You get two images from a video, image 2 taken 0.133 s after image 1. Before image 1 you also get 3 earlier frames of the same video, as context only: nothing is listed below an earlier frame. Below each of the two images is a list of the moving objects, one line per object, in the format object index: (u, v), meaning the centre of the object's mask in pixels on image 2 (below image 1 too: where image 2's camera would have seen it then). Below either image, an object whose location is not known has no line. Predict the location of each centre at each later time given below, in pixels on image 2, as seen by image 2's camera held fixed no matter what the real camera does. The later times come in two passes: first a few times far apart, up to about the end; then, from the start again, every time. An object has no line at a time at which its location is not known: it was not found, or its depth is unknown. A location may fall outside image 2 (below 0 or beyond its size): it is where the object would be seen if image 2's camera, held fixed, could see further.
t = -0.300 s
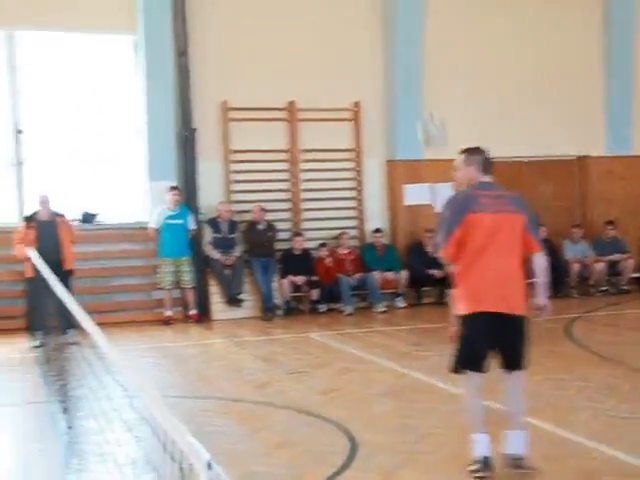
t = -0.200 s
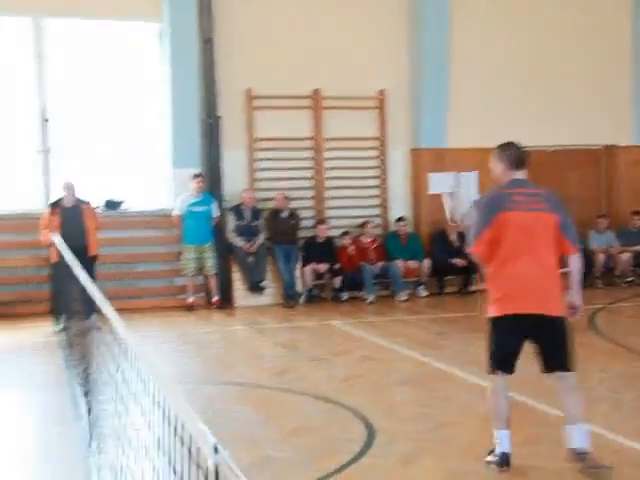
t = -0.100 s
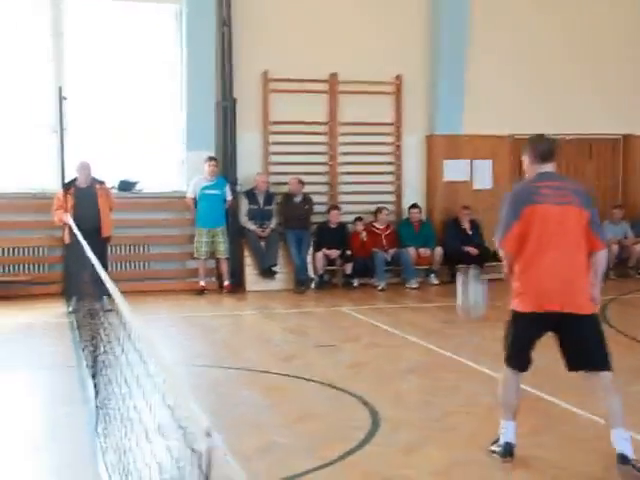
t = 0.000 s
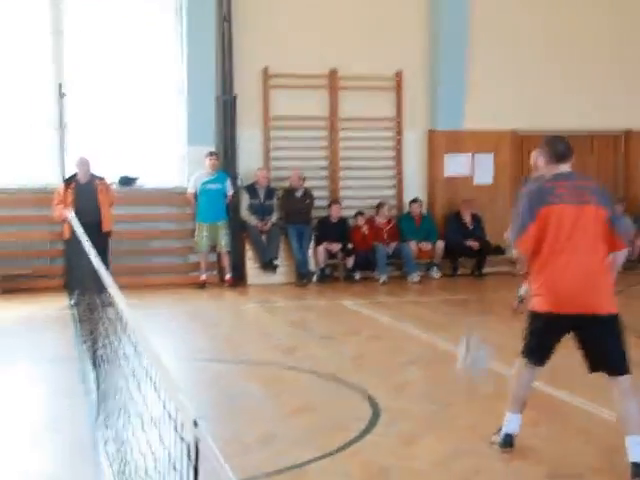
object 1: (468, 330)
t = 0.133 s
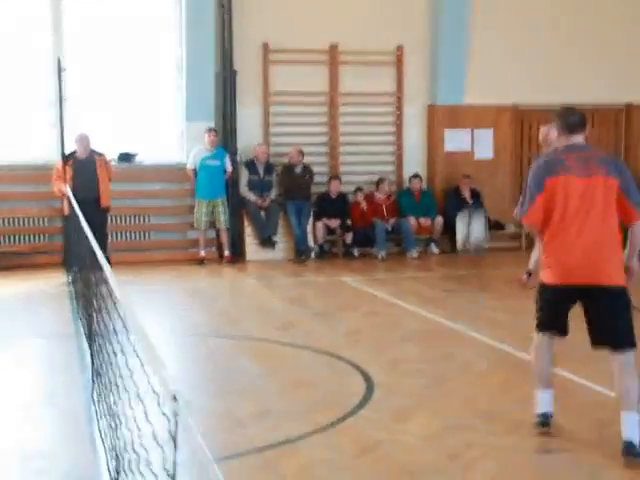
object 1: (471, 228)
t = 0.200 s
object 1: (471, 186)
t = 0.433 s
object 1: (477, 69)
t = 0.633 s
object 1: (480, 29)
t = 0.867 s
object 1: (487, 62)
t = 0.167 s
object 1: (471, 207)
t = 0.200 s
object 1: (471, 186)
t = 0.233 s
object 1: (471, 168)
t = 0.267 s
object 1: (472, 149)
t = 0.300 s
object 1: (473, 126)
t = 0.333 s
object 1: (474, 112)
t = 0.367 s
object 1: (476, 95)
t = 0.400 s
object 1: (474, 80)
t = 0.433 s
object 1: (477, 69)
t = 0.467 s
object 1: (477, 58)
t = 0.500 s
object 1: (476, 49)
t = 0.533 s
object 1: (479, 41)
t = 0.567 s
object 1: (480, 36)
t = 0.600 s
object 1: (480, 32)
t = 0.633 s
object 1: (480, 29)
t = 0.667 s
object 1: (481, 28)
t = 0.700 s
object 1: (482, 29)
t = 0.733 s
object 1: (483, 32)
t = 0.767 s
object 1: (483, 37)
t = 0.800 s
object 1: (484, 42)
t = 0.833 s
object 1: (485, 51)
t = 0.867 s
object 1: (487, 62)
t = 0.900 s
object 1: (489, 74)
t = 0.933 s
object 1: (490, 87)
